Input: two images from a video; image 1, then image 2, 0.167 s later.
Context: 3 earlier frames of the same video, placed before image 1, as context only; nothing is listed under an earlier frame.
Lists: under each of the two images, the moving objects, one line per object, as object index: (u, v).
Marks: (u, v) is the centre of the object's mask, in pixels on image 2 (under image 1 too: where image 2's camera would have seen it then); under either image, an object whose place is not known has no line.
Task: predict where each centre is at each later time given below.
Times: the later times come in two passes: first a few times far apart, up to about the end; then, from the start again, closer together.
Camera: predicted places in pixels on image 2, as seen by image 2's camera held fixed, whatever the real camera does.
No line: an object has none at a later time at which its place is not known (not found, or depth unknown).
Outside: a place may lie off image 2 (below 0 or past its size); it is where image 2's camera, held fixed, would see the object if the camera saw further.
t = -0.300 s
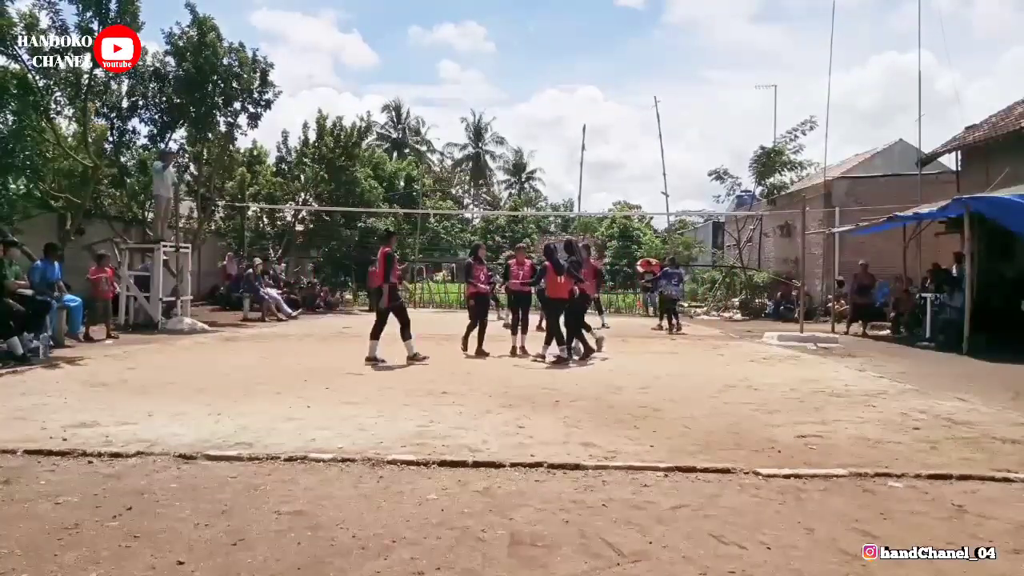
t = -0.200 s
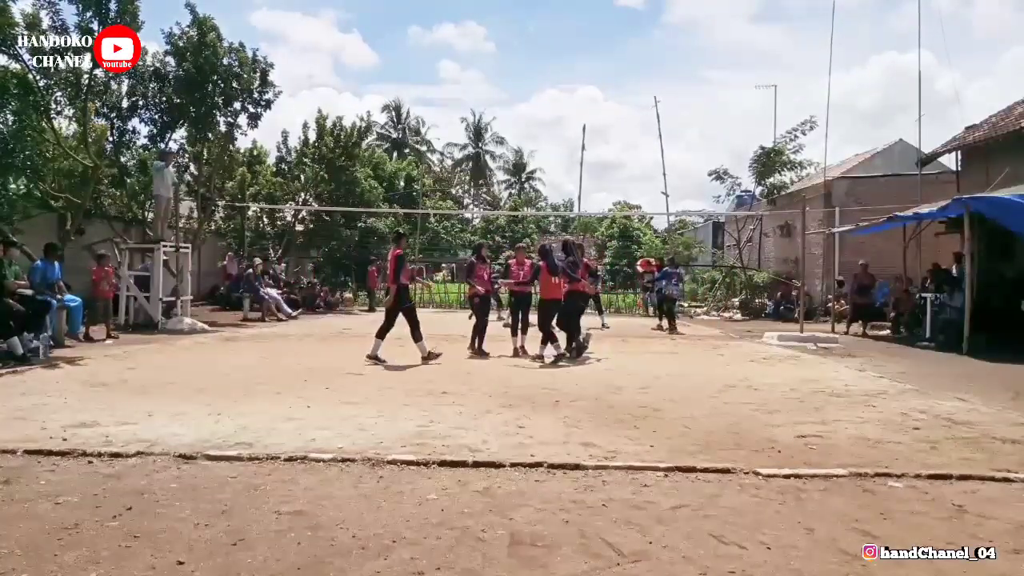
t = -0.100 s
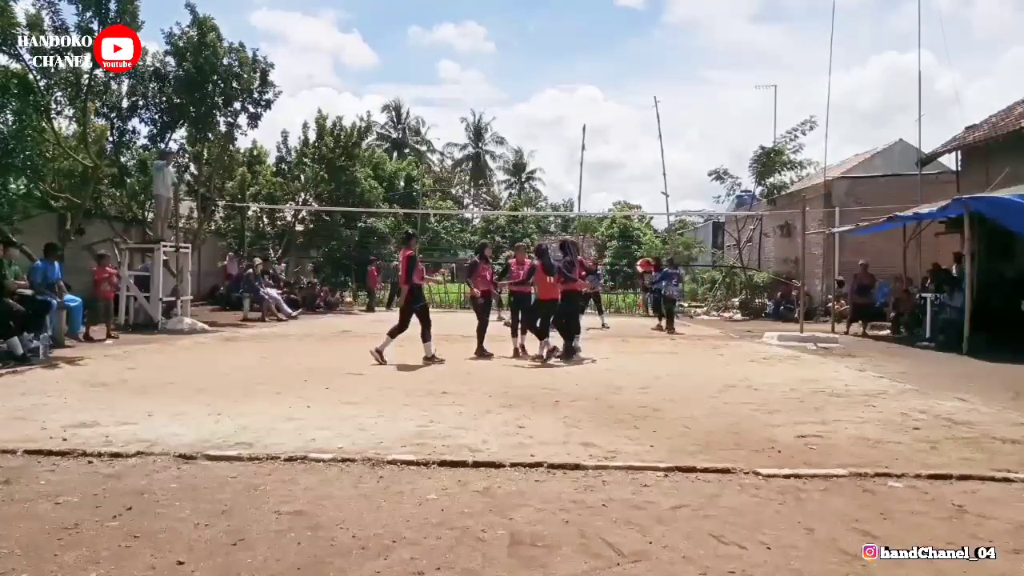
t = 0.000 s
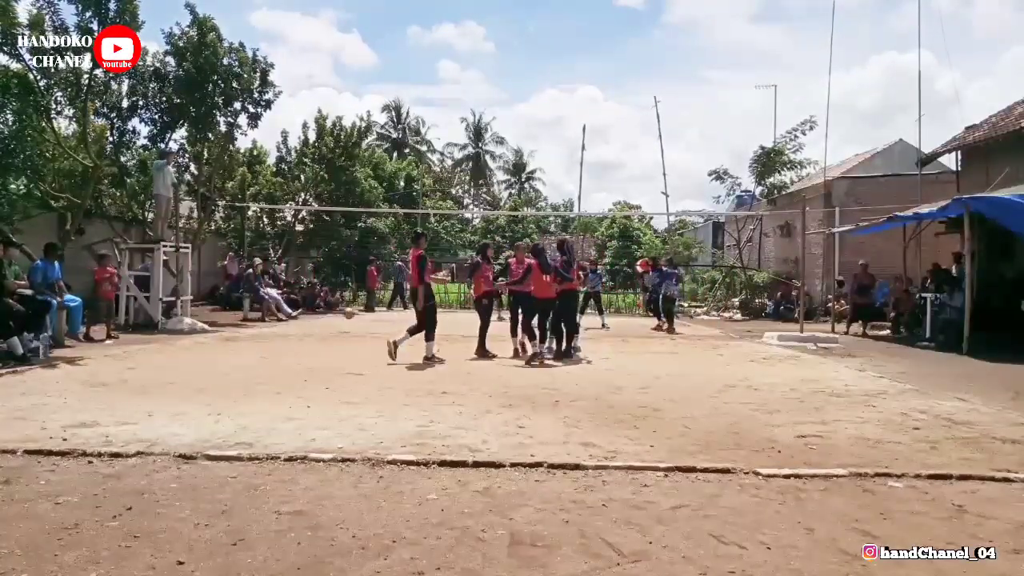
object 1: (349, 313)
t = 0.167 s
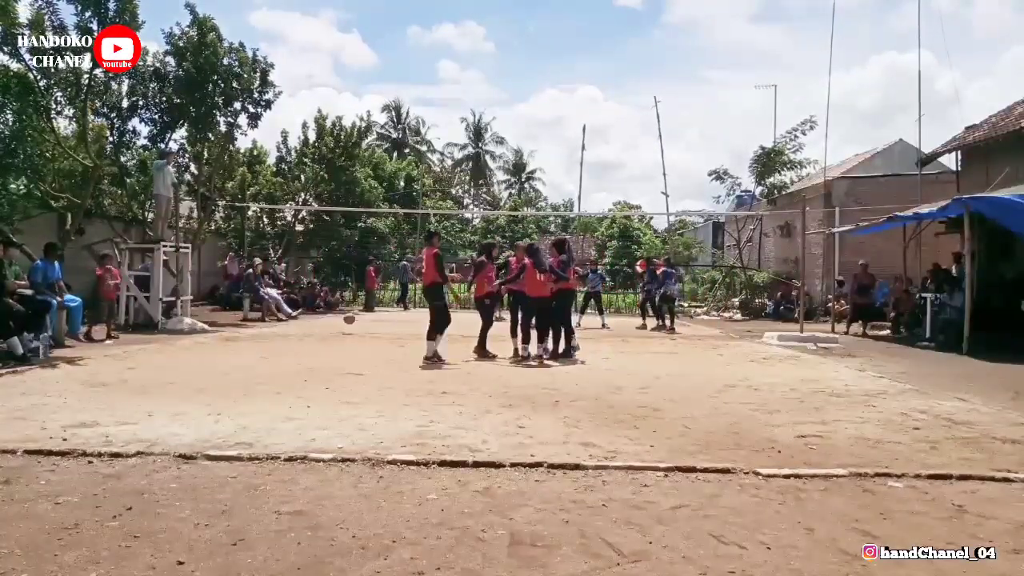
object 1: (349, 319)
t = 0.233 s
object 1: (350, 313)
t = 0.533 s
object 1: (350, 318)
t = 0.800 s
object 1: (354, 327)
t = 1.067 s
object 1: (359, 339)
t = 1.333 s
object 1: (366, 339)
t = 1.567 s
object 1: (374, 358)
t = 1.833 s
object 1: (385, 371)
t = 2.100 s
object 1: (402, 382)
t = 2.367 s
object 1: (420, 398)
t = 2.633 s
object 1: (446, 422)
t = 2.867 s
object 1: (478, 446)
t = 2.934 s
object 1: (488, 461)
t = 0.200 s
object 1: (349, 315)
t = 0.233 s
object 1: (350, 313)
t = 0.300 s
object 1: (350, 312)
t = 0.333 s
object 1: (350, 310)
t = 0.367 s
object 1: (350, 310)
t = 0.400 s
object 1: (350, 310)
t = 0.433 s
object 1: (350, 311)
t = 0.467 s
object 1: (351, 312)
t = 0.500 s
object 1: (350, 315)
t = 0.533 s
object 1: (350, 318)
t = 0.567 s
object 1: (350, 323)
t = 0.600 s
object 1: (351, 327)
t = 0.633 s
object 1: (351, 333)
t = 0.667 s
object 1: (351, 339)
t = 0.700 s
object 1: (352, 335)
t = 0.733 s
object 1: (352, 332)
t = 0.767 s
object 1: (353, 329)
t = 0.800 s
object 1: (354, 327)
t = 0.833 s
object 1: (354, 325)
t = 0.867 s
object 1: (355, 325)
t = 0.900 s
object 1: (356, 325)
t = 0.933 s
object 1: (356, 326)
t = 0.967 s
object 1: (357, 328)
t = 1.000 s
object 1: (357, 331)
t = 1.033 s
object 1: (359, 335)
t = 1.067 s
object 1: (359, 339)
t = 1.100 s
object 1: (360, 345)
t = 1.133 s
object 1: (361, 348)
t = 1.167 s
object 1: (362, 345)
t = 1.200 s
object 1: (363, 342)
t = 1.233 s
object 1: (364, 340)
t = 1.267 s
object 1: (365, 340)
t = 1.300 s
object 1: (366, 339)
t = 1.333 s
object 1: (366, 339)
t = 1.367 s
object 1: (367, 341)
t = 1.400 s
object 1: (368, 344)
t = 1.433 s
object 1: (369, 347)
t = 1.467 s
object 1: (371, 352)
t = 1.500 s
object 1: (372, 359)
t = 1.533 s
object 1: (373, 360)
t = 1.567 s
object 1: (374, 358)
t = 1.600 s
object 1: (375, 357)
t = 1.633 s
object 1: (377, 355)
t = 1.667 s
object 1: (378, 356)
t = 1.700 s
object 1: (380, 358)
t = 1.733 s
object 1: (381, 361)
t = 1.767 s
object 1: (383, 365)
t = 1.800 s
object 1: (384, 371)
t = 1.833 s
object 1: (385, 371)
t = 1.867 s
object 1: (387, 369)
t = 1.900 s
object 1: (389, 369)
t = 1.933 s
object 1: (391, 370)
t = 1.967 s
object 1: (393, 371)
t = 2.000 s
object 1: (395, 375)
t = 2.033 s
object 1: (397, 380)
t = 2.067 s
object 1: (400, 382)
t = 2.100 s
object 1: (402, 382)
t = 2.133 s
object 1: (403, 384)
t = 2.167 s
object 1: (405, 388)
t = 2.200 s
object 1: (408, 390)
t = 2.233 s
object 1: (409, 391)
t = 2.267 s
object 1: (412, 393)
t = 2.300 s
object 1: (415, 397)
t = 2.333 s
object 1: (417, 400)
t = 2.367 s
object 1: (420, 398)
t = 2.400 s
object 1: (423, 401)
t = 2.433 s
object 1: (426, 402)
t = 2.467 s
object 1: (429, 406)
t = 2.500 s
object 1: (432, 414)
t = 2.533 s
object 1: (435, 414)
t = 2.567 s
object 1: (439, 414)
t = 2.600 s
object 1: (442, 417)
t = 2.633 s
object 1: (446, 422)
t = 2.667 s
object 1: (450, 427)
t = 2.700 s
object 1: (454, 429)
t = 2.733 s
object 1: (459, 430)
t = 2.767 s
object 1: (463, 432)
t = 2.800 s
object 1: (468, 438)
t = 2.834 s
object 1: (473, 443)
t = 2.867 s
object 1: (478, 446)
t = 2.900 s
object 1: (483, 452)
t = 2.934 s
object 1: (488, 461)
